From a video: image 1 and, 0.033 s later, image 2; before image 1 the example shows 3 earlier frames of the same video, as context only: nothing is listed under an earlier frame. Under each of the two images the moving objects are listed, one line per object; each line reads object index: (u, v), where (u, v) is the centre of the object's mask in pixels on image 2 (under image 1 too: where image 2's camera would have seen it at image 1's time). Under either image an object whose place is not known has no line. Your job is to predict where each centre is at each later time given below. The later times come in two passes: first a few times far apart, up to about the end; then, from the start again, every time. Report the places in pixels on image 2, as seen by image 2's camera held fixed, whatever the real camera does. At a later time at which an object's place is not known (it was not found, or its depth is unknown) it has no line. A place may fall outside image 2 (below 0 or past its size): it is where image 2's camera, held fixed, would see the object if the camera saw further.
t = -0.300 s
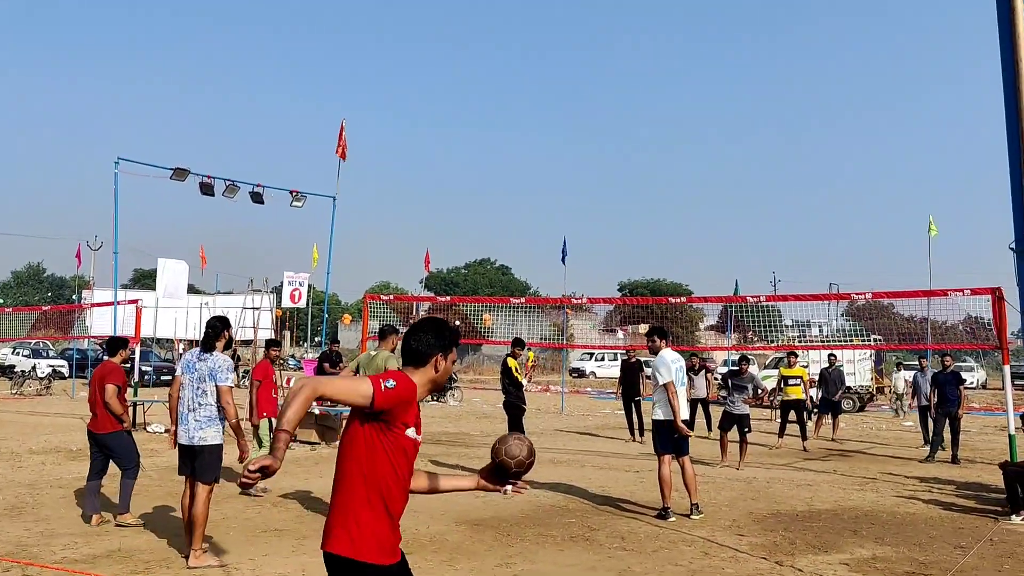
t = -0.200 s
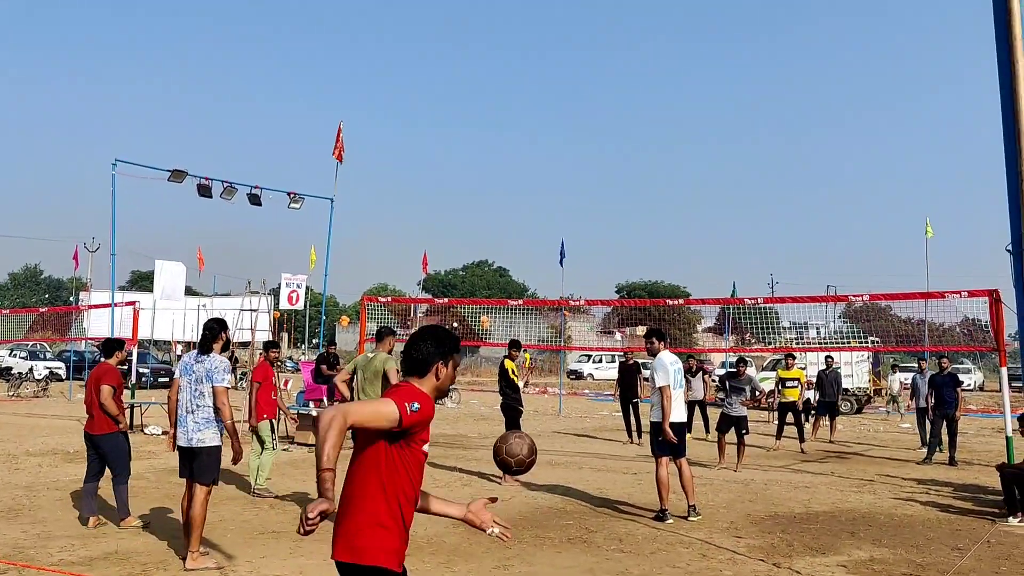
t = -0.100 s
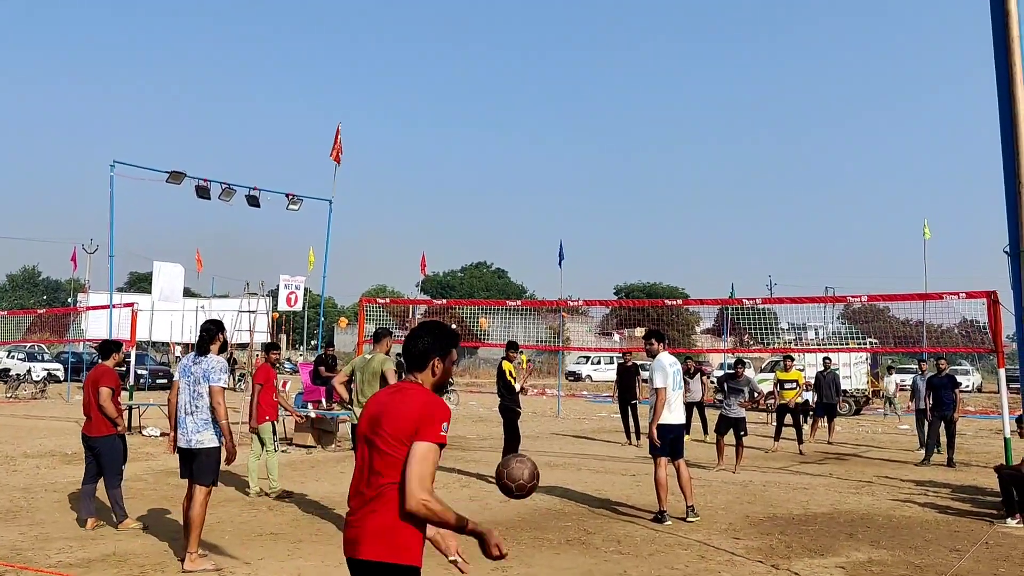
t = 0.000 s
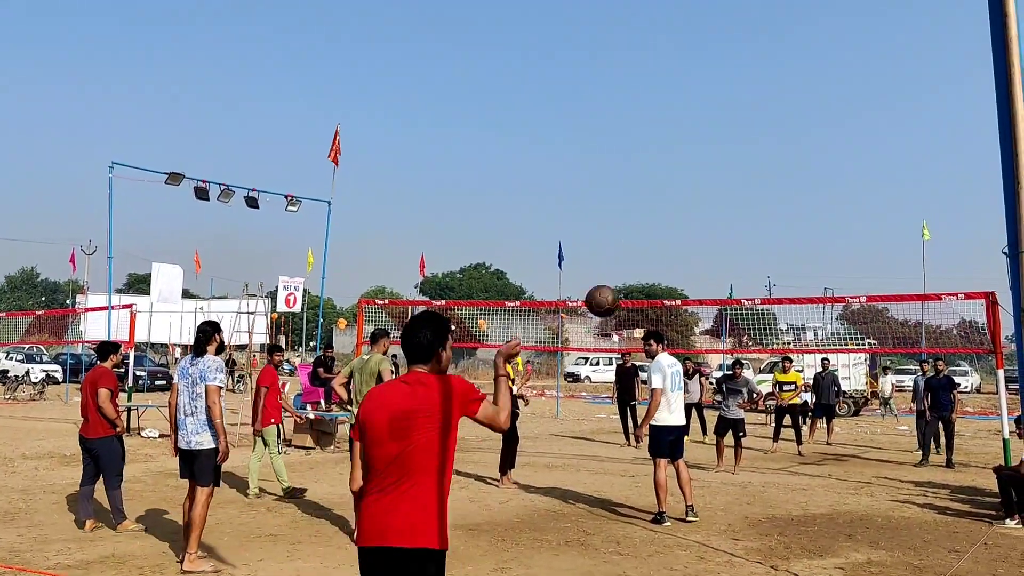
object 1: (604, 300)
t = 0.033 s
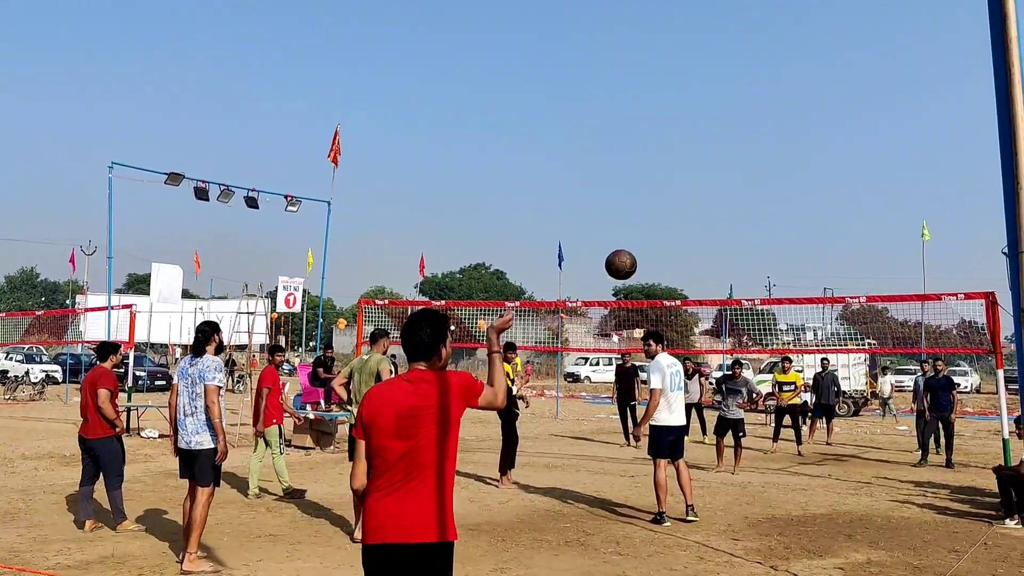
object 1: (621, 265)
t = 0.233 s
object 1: (702, 150)
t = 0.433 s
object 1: (749, 120)
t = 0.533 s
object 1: (765, 123)
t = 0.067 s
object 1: (637, 235)
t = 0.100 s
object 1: (654, 211)
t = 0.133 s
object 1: (668, 192)
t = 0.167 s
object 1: (682, 176)
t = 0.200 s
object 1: (693, 163)
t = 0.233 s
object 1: (702, 150)
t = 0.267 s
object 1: (710, 140)
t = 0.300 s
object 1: (719, 133)
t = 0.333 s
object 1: (725, 127)
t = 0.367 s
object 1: (734, 124)
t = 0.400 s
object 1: (743, 122)
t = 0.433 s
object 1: (749, 120)
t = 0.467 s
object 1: (754, 121)
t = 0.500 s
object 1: (759, 122)
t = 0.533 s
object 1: (765, 123)
